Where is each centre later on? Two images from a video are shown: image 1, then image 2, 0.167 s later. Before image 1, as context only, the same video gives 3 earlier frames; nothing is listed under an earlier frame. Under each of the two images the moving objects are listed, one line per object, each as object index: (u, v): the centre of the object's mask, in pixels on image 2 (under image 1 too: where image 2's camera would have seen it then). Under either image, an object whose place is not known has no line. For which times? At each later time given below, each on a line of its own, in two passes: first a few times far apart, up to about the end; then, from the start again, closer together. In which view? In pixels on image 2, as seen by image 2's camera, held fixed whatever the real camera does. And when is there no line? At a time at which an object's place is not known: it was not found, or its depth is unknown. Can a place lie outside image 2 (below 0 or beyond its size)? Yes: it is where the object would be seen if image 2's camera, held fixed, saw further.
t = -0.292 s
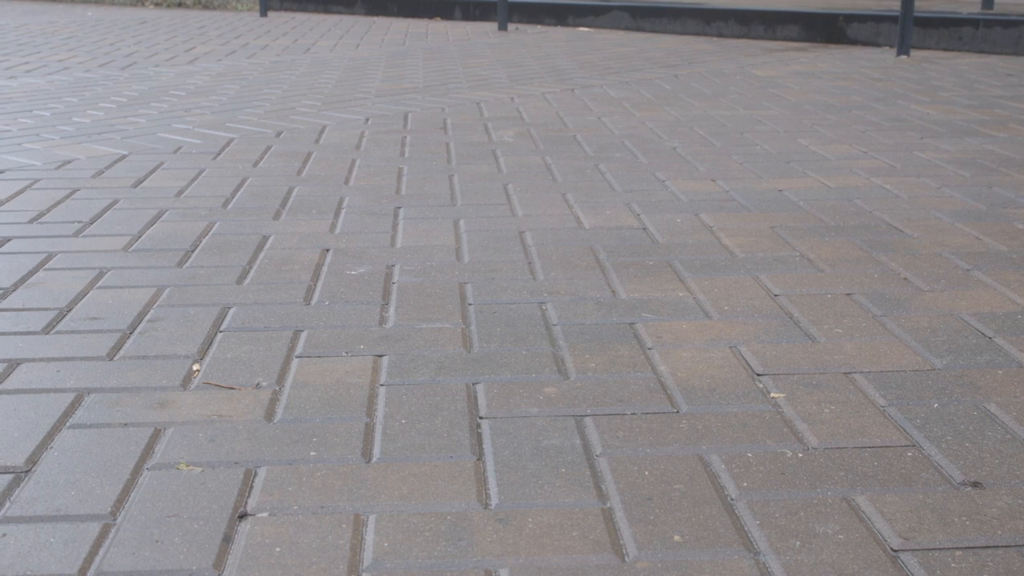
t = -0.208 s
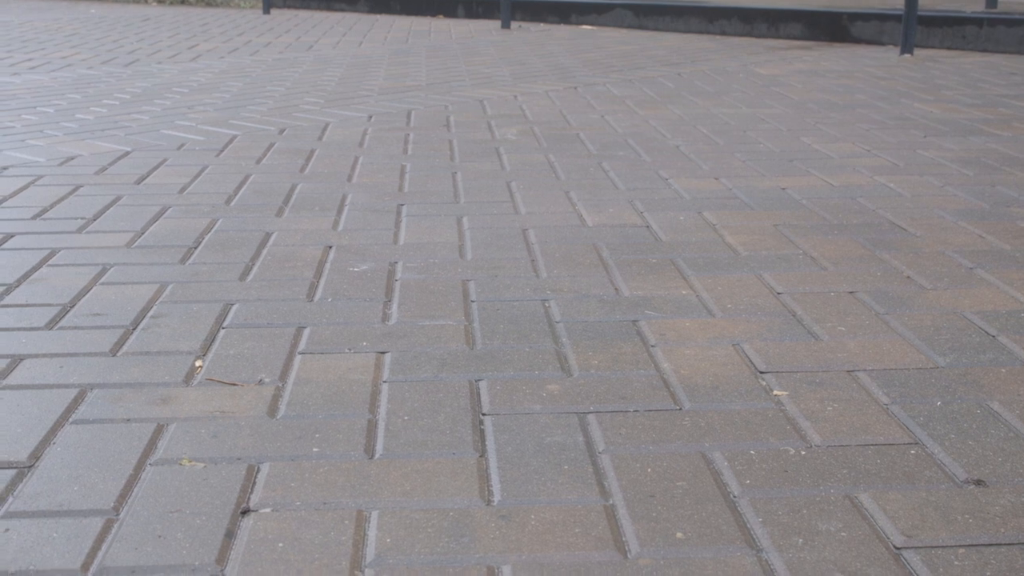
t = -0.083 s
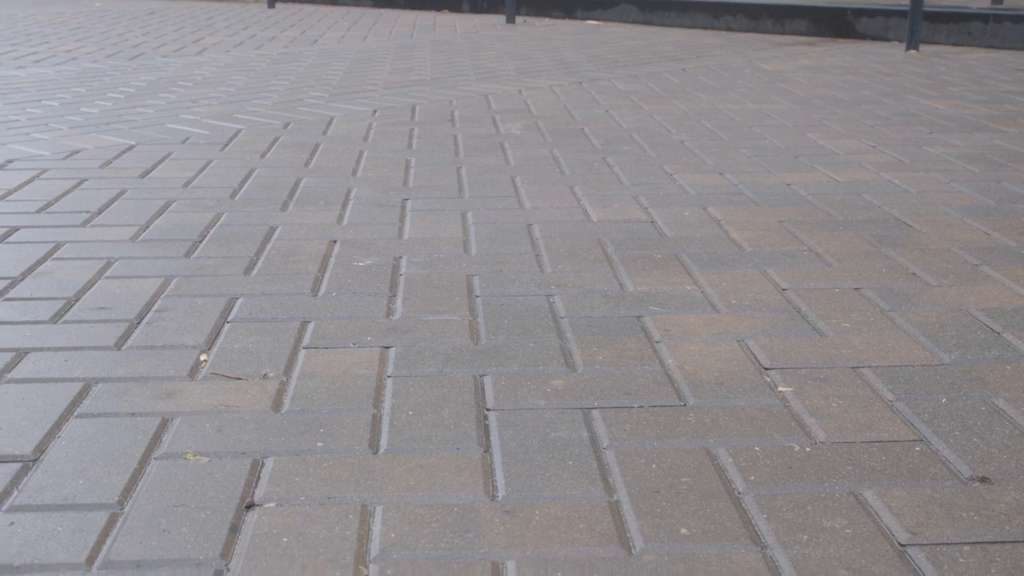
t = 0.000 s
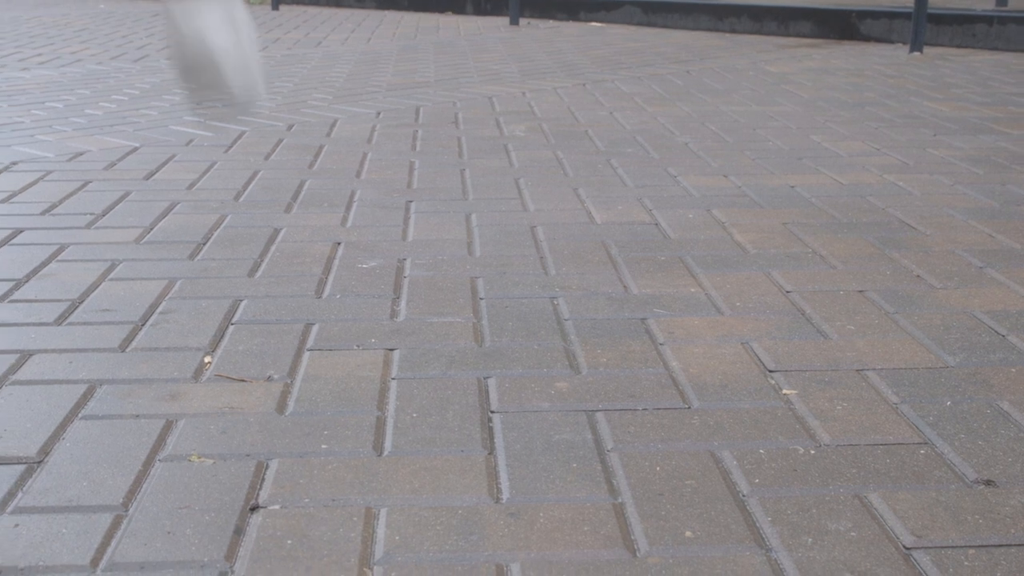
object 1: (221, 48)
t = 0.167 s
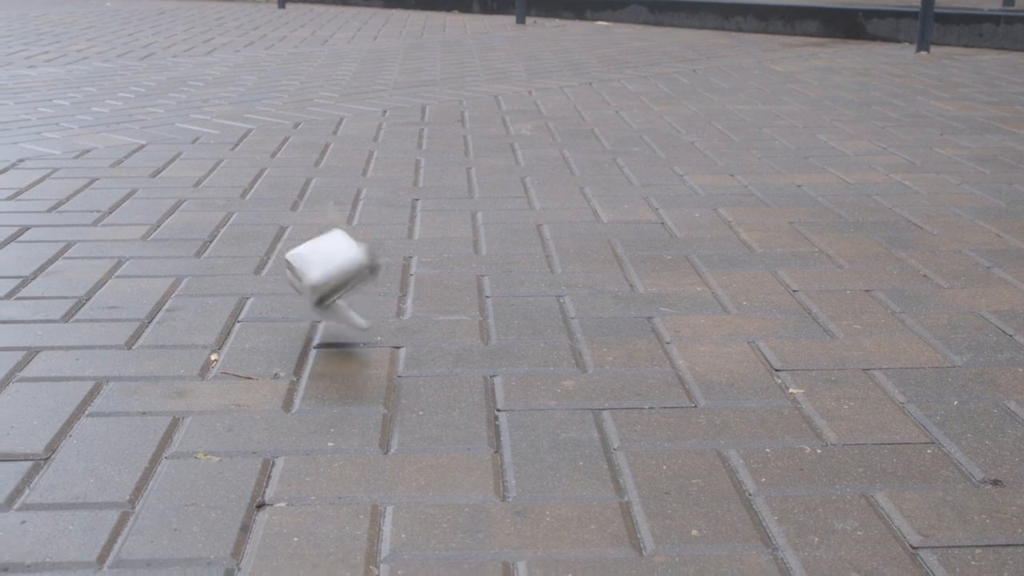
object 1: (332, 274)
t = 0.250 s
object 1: (344, 279)
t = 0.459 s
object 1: (348, 277)
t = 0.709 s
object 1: (323, 279)
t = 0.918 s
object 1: (294, 286)
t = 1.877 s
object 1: (307, 286)
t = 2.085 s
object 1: (307, 286)
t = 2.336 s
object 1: (307, 286)
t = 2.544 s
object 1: (307, 285)
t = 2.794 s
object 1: (307, 285)
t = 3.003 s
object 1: (308, 285)
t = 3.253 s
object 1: (308, 286)
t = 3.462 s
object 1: (308, 285)
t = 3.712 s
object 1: (308, 286)
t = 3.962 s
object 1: (309, 285)
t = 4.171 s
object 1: (309, 286)
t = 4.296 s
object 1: (310, 285)
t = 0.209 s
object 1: (336, 272)
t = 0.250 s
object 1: (344, 279)
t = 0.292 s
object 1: (346, 282)
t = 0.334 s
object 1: (341, 279)
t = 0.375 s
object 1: (347, 274)
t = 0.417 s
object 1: (349, 273)
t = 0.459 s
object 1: (348, 277)
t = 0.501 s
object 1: (345, 278)
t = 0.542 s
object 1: (343, 277)
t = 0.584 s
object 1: (340, 276)
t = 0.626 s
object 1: (336, 277)
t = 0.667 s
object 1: (330, 277)
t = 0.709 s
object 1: (323, 279)
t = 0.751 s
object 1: (312, 282)
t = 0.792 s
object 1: (300, 284)
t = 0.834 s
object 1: (294, 285)
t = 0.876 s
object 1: (291, 283)
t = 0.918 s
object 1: (294, 286)
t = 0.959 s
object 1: (301, 284)
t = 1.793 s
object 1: (307, 285)
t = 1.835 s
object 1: (307, 286)
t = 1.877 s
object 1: (307, 286)
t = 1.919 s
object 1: (307, 286)
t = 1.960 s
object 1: (307, 286)
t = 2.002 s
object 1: (307, 285)
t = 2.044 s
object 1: (307, 286)
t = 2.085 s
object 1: (307, 286)
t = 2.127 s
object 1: (307, 286)
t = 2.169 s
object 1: (307, 285)
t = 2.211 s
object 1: (307, 286)
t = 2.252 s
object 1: (307, 286)
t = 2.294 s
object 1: (307, 286)
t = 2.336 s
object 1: (307, 286)
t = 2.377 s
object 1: (307, 286)
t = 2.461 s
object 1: (307, 286)
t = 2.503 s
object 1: (307, 286)
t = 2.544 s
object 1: (307, 285)
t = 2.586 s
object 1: (307, 285)
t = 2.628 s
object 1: (307, 285)
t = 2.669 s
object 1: (307, 285)
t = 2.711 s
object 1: (307, 286)
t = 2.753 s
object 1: (307, 285)
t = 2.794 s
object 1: (307, 285)
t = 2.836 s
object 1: (308, 285)
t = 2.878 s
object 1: (307, 285)
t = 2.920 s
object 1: (308, 285)
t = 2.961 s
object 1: (307, 285)
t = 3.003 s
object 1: (308, 285)
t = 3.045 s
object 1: (308, 285)
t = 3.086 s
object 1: (308, 285)
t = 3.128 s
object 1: (308, 285)
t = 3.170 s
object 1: (308, 285)
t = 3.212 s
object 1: (308, 285)
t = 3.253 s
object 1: (308, 286)
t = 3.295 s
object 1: (308, 286)
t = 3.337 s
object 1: (308, 285)
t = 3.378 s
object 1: (308, 285)
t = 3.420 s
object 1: (308, 285)
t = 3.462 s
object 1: (308, 285)
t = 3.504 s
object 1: (308, 285)
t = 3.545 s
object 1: (308, 285)
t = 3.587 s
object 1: (308, 286)
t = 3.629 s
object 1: (308, 285)
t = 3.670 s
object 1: (308, 286)
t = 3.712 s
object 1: (308, 286)
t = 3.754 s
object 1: (308, 285)
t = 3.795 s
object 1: (308, 286)
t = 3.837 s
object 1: (309, 286)
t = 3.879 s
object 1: (309, 286)
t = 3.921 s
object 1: (309, 286)
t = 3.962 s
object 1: (309, 285)
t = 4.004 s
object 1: (309, 286)
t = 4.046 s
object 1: (309, 285)
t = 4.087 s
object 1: (309, 285)
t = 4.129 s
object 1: (309, 285)
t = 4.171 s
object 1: (309, 286)
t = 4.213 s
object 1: (309, 285)
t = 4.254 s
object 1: (309, 285)
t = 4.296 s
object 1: (310, 285)
